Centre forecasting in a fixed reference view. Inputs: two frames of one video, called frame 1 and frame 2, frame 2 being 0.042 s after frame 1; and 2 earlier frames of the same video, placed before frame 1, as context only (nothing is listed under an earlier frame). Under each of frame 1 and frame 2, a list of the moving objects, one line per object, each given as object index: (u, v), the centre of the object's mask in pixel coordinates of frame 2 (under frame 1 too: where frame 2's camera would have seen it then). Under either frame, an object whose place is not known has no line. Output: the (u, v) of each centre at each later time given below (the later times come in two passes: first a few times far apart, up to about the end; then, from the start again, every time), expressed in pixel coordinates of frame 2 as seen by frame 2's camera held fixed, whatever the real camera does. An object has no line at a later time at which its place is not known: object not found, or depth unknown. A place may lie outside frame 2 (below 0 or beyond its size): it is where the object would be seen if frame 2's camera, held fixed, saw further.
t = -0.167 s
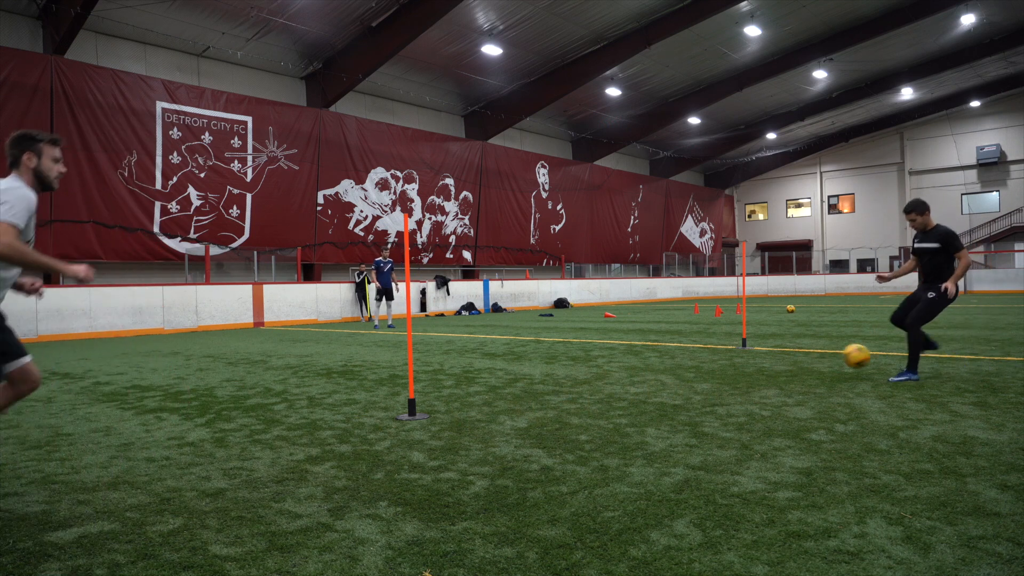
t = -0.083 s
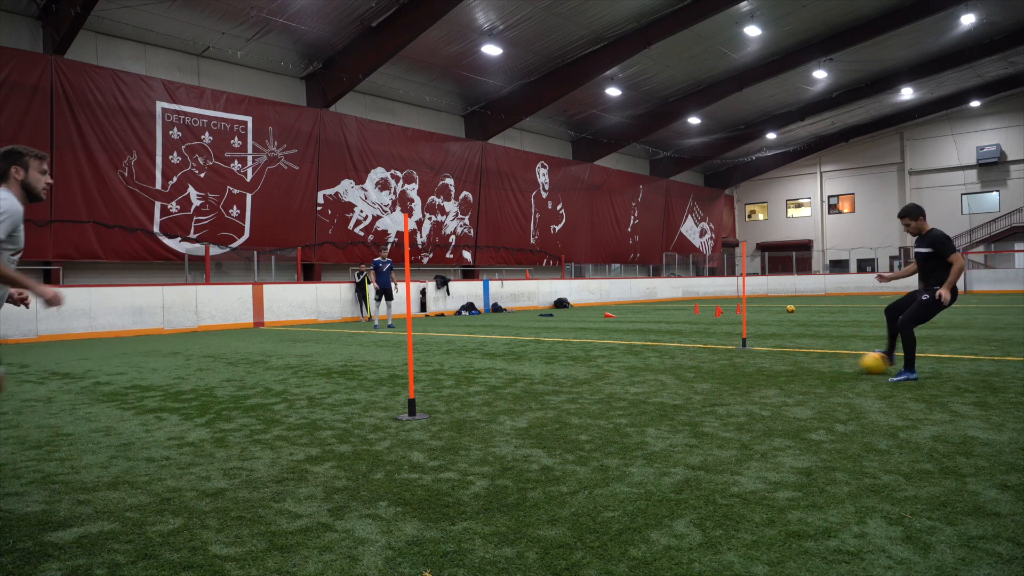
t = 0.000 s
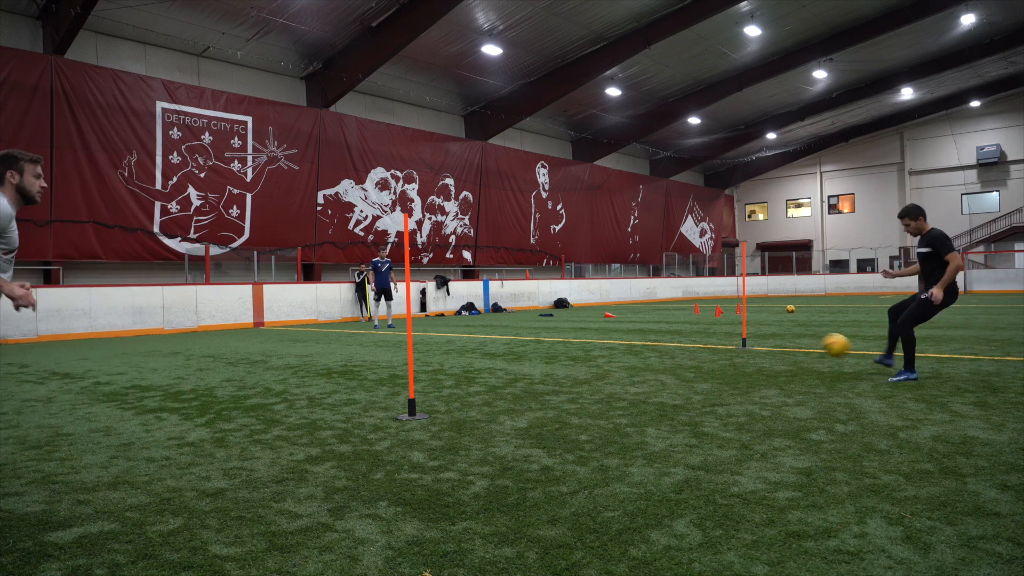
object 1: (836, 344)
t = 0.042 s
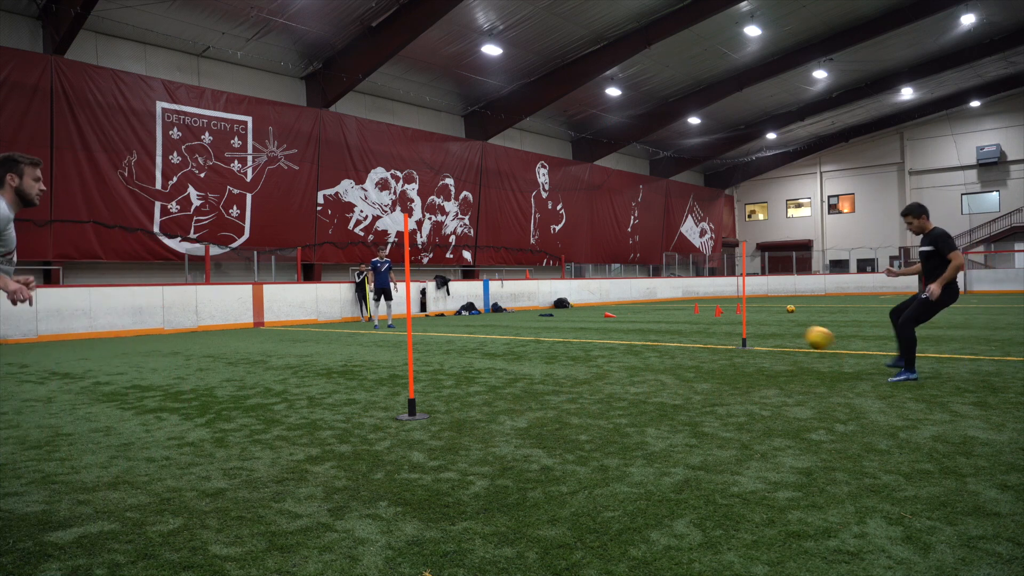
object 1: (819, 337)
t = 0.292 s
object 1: (711, 332)
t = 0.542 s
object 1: (600, 359)
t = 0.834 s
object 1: (458, 371)
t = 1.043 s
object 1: (365, 373)
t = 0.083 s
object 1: (800, 332)
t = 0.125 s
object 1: (782, 328)
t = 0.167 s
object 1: (765, 326)
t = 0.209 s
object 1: (747, 326)
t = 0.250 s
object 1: (729, 329)
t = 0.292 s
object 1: (711, 332)
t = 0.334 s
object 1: (693, 337)
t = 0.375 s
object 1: (676, 345)
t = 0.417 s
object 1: (659, 354)
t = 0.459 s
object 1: (641, 365)
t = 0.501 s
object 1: (620, 365)
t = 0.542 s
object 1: (600, 359)
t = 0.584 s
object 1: (579, 355)
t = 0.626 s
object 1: (559, 353)
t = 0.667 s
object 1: (539, 353)
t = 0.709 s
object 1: (518, 355)
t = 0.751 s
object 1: (498, 358)
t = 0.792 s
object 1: (478, 364)
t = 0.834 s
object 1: (458, 371)
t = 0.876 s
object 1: (439, 371)
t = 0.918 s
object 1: (423, 368)
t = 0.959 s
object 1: (400, 368)
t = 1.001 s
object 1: (383, 369)
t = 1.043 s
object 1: (365, 373)
